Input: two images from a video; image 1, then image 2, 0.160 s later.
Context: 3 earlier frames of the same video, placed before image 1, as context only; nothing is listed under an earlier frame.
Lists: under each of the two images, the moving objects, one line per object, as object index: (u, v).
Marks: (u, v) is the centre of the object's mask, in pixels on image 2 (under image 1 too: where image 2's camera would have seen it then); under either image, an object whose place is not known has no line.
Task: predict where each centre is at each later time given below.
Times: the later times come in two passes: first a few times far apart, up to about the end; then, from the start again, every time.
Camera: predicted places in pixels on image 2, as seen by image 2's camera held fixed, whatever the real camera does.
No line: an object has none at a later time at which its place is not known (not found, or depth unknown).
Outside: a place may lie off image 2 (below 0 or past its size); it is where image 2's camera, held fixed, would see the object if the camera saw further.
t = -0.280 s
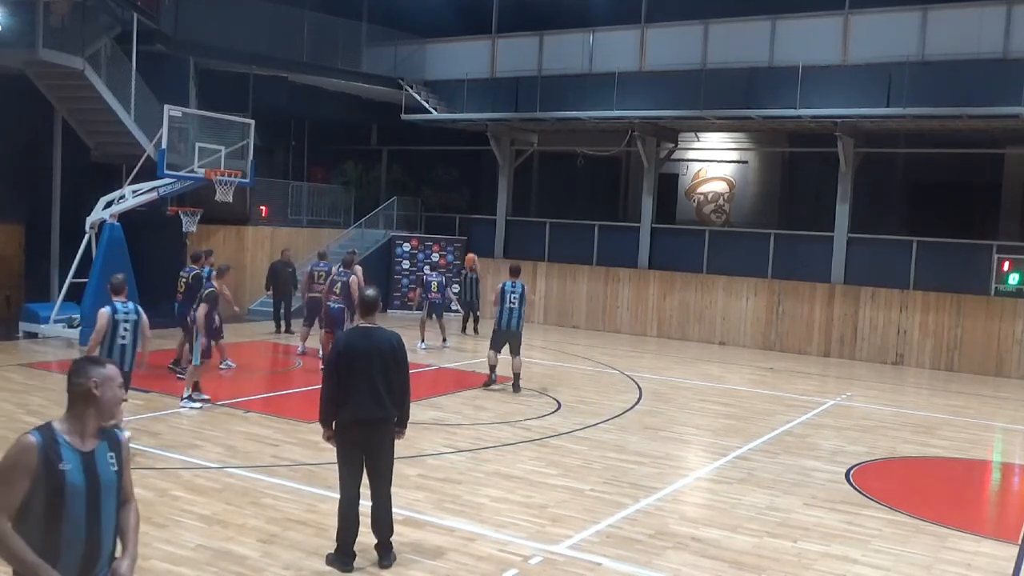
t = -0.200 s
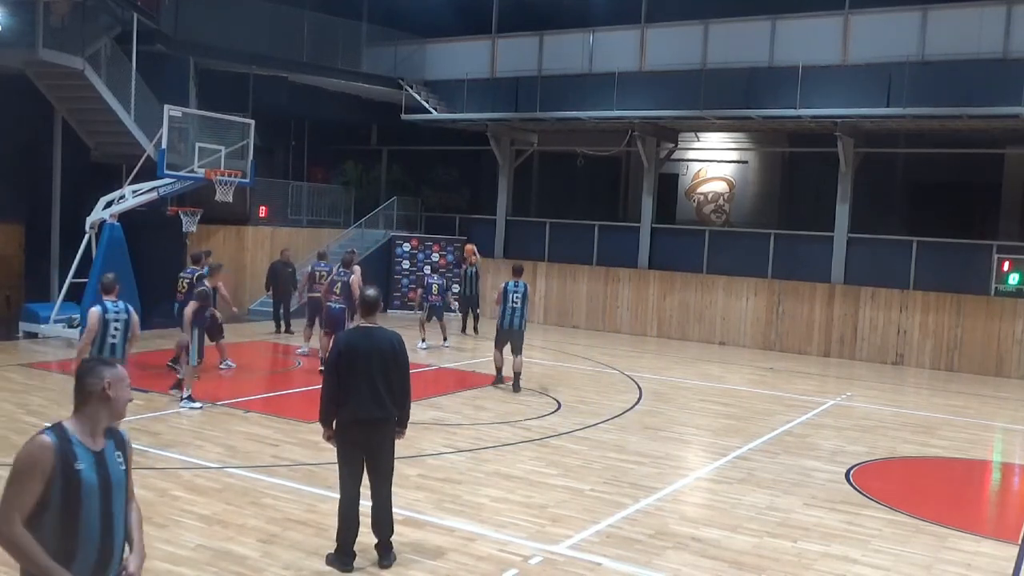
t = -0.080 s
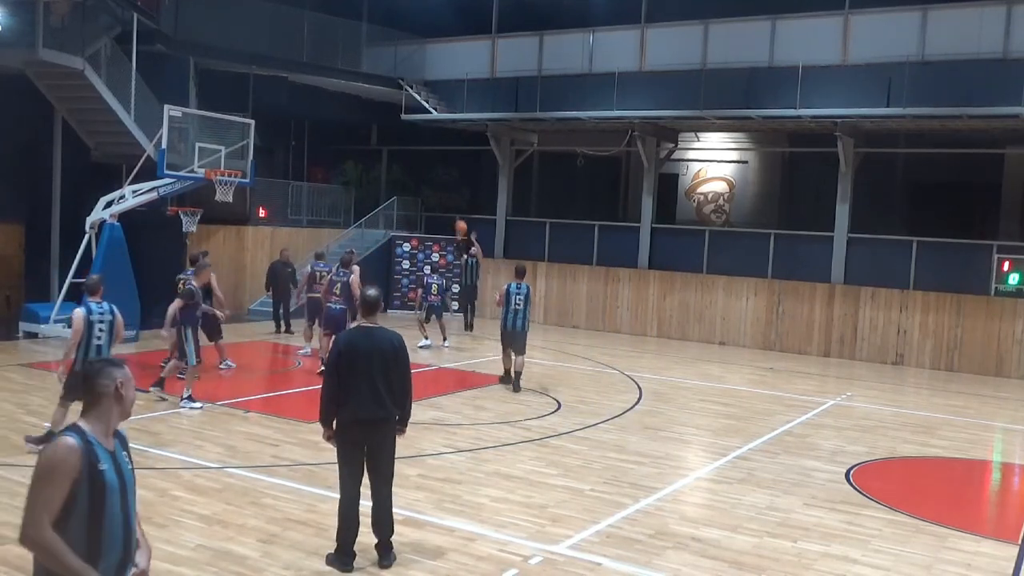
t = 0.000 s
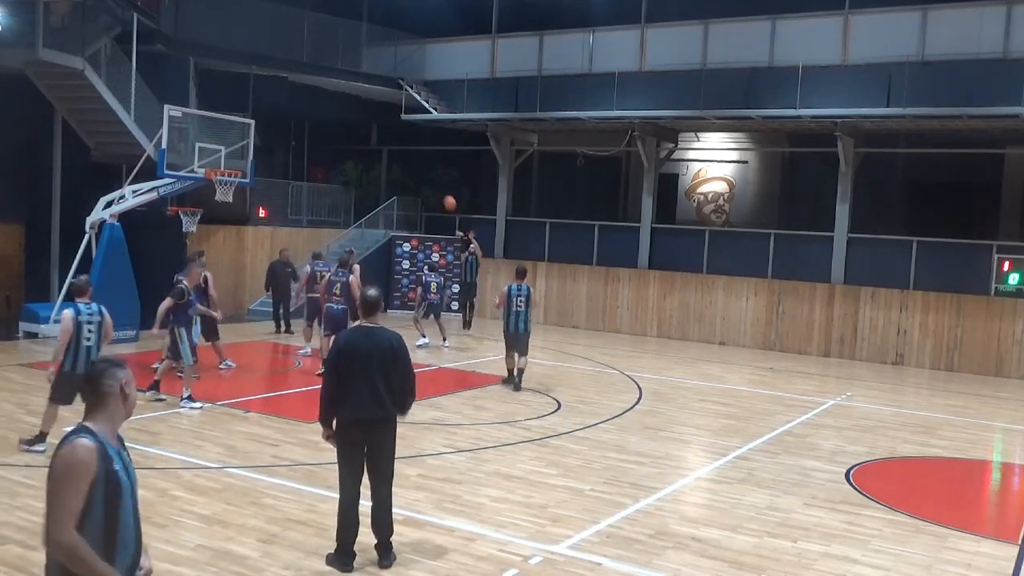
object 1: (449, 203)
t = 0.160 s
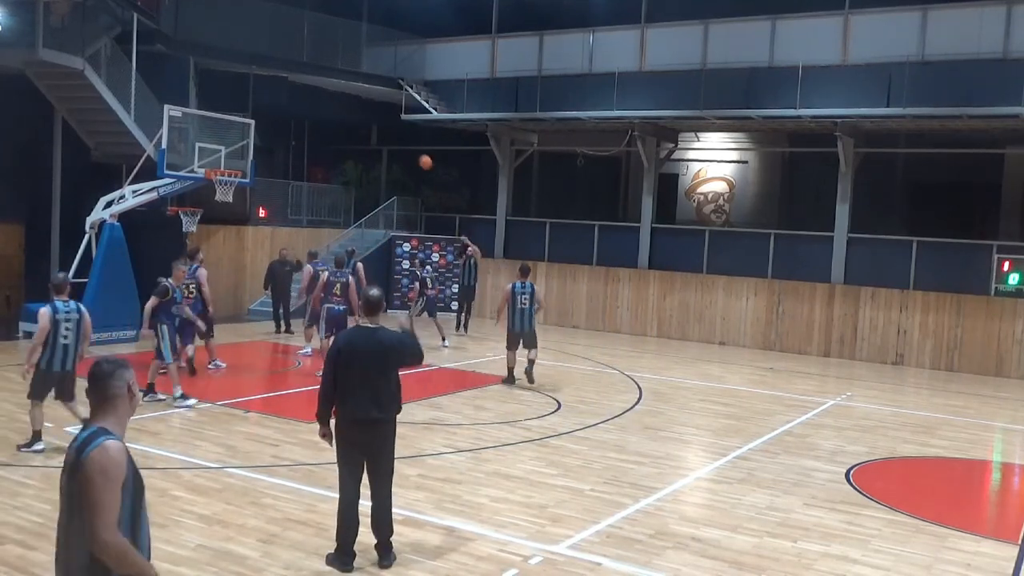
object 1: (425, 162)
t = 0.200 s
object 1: (418, 153)
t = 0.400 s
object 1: (384, 118)
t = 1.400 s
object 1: (257, 164)
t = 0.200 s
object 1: (418, 153)
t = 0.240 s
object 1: (412, 145)
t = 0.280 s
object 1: (406, 137)
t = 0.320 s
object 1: (399, 130)
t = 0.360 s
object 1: (392, 124)
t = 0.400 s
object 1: (384, 118)
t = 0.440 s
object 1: (377, 113)
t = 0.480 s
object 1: (370, 109)
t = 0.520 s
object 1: (362, 106)
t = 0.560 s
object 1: (354, 103)
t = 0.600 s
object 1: (346, 101)
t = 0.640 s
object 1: (338, 101)
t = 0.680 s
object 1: (329, 101)
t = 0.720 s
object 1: (321, 102)
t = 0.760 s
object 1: (312, 104)
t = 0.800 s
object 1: (303, 106)
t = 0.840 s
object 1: (295, 110)
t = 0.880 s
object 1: (285, 115)
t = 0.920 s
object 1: (276, 120)
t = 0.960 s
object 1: (266, 127)
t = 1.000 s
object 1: (258, 134)
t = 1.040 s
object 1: (246, 144)
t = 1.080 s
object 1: (236, 153)
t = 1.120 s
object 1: (225, 162)
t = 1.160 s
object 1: (222, 163)
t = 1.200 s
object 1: (222, 162)
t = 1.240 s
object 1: (222, 161)
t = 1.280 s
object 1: (231, 161)
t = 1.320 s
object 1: (239, 159)
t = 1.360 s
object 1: (249, 162)
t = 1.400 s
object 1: (257, 164)
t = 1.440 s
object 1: (264, 167)
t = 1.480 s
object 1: (272, 171)
